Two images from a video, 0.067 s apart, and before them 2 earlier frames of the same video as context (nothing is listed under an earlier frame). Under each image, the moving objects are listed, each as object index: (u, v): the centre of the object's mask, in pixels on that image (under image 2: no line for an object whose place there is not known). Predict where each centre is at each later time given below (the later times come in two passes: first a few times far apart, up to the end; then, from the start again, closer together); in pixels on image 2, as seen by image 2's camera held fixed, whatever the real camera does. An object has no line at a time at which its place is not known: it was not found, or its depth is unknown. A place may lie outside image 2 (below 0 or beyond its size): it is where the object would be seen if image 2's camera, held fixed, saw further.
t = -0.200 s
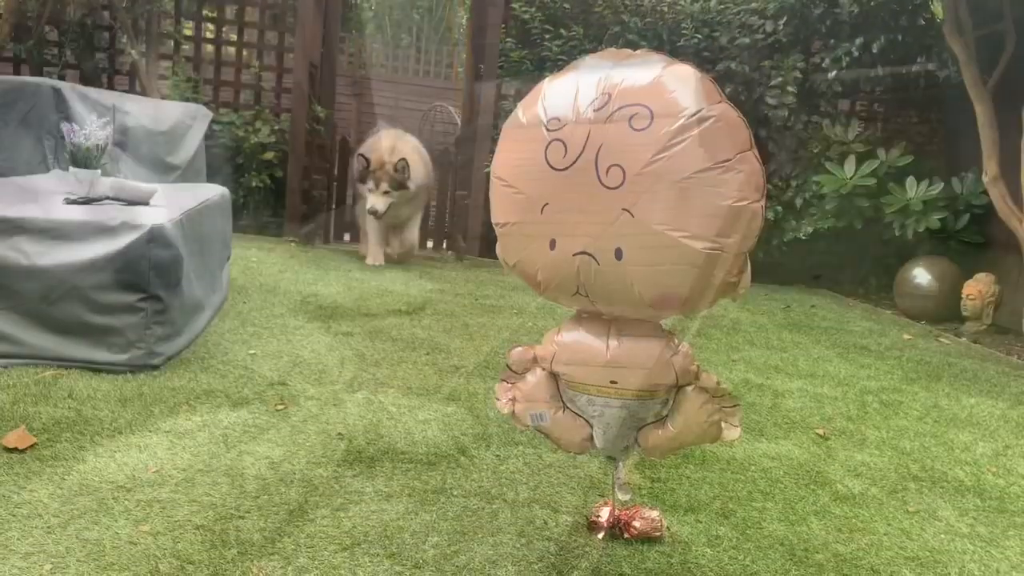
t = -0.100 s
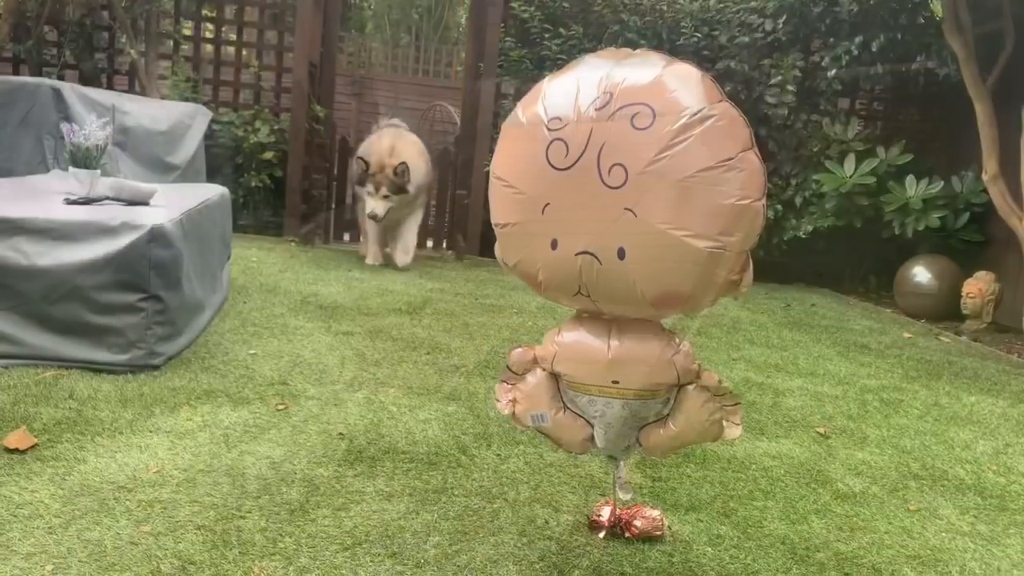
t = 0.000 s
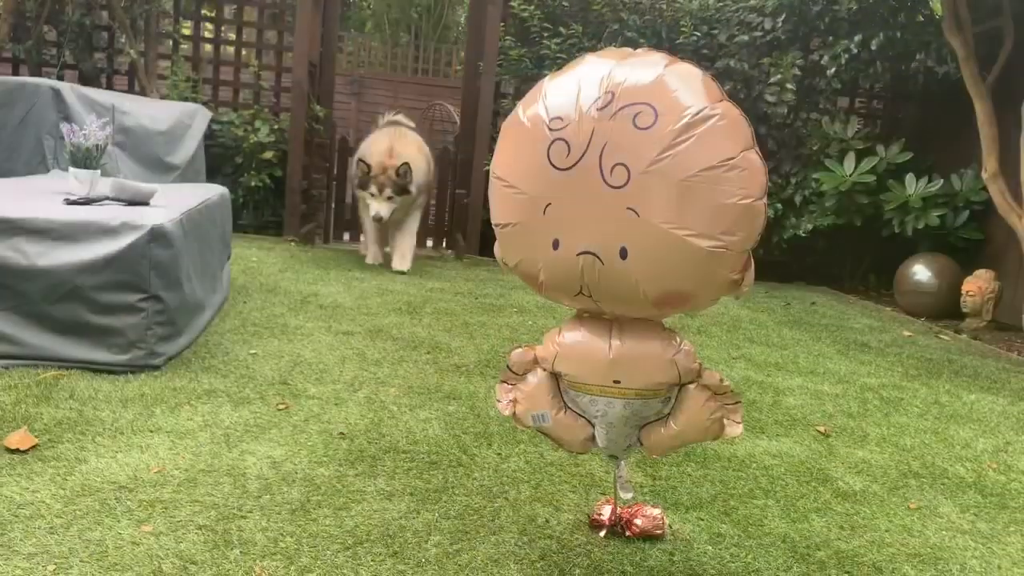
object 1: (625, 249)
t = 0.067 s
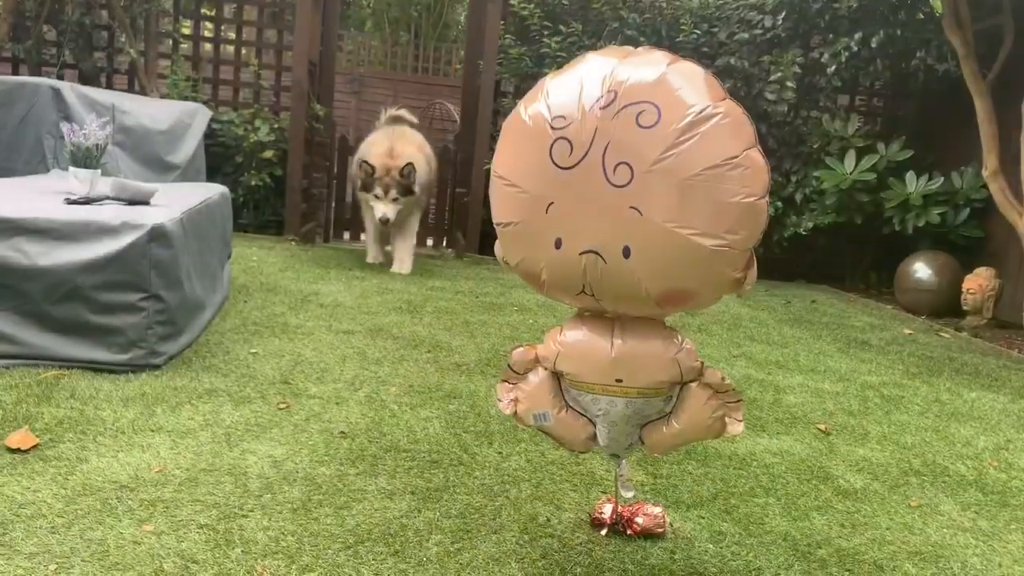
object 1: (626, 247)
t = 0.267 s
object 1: (632, 248)
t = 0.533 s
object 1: (647, 249)
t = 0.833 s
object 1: (667, 254)
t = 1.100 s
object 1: (680, 259)
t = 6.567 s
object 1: (636, 240)
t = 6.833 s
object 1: (646, 241)
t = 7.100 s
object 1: (652, 243)
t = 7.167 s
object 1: (653, 242)
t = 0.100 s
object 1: (627, 247)
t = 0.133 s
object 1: (628, 247)
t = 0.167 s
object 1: (629, 247)
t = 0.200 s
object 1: (630, 248)
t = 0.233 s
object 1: (631, 248)
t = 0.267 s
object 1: (632, 248)
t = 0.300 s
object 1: (634, 248)
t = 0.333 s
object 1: (635, 248)
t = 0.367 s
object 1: (637, 248)
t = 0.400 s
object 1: (639, 248)
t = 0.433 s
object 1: (641, 248)
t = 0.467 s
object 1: (643, 248)
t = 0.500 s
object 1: (645, 249)
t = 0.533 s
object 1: (647, 249)
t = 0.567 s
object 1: (649, 249)
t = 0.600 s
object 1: (651, 250)
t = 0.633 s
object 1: (654, 250)
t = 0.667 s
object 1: (656, 251)
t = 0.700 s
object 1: (658, 251)
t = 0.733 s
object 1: (660, 252)
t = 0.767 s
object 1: (662, 253)
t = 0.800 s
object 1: (665, 253)
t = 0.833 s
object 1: (667, 254)
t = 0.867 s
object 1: (669, 254)
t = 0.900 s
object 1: (671, 255)
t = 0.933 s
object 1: (673, 256)
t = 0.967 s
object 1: (674, 256)
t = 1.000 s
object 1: (676, 257)
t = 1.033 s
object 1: (677, 258)
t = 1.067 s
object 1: (679, 258)
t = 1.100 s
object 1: (680, 259)
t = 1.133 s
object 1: (681, 260)
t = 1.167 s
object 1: (682, 260)
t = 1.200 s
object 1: (683, 260)
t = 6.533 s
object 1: (634, 240)
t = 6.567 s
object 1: (636, 240)
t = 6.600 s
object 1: (637, 240)
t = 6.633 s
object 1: (638, 240)
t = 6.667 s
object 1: (640, 240)
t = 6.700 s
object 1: (641, 240)
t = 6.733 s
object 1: (642, 240)
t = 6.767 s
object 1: (643, 241)
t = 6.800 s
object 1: (644, 241)
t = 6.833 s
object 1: (646, 241)
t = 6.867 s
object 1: (647, 241)
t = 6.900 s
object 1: (648, 242)
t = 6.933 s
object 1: (649, 242)
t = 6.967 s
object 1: (650, 243)
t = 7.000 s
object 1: (650, 243)
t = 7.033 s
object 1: (651, 243)
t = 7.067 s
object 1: (652, 243)
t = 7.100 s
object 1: (652, 243)
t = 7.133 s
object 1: (652, 242)
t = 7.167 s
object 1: (653, 242)
